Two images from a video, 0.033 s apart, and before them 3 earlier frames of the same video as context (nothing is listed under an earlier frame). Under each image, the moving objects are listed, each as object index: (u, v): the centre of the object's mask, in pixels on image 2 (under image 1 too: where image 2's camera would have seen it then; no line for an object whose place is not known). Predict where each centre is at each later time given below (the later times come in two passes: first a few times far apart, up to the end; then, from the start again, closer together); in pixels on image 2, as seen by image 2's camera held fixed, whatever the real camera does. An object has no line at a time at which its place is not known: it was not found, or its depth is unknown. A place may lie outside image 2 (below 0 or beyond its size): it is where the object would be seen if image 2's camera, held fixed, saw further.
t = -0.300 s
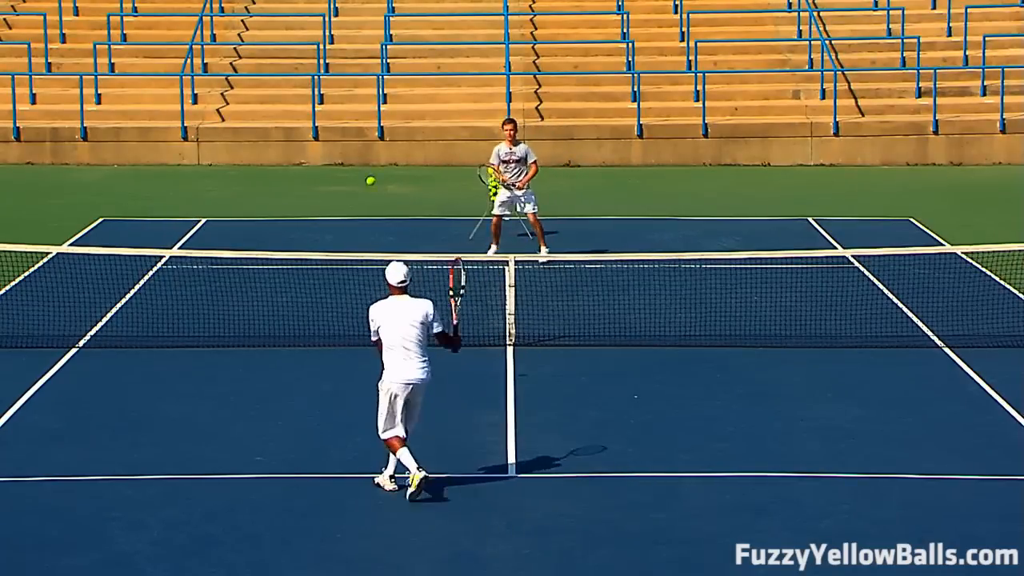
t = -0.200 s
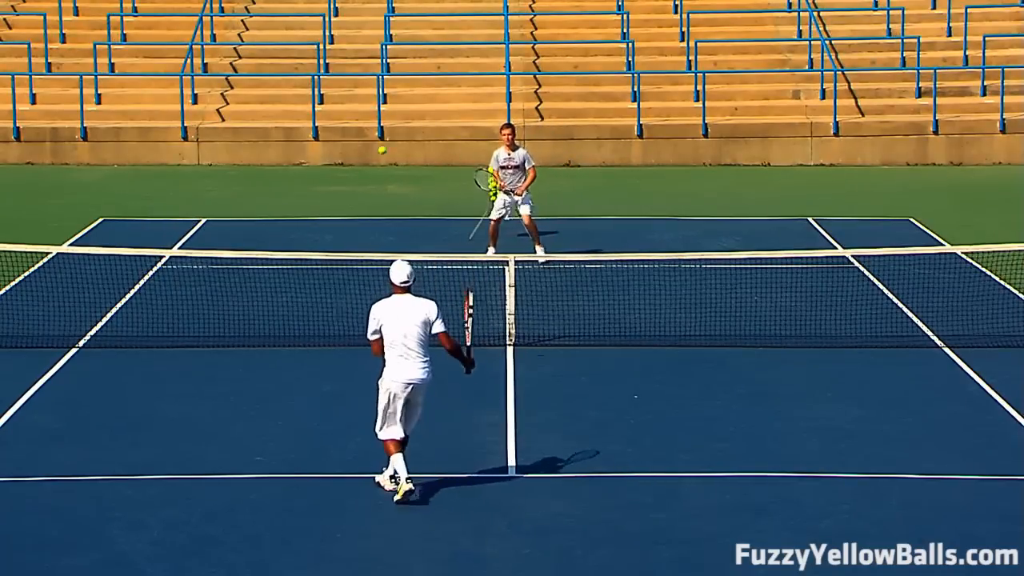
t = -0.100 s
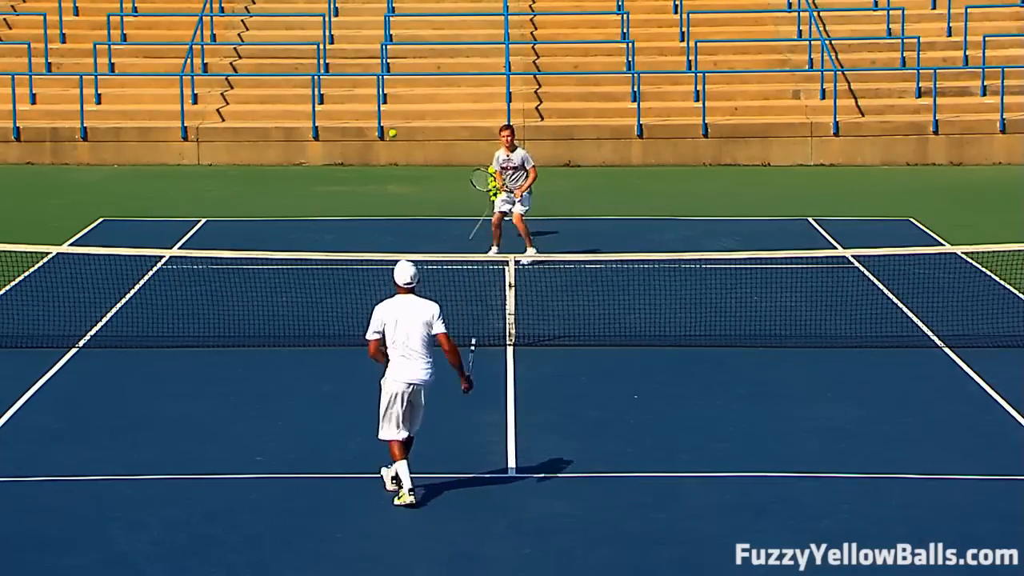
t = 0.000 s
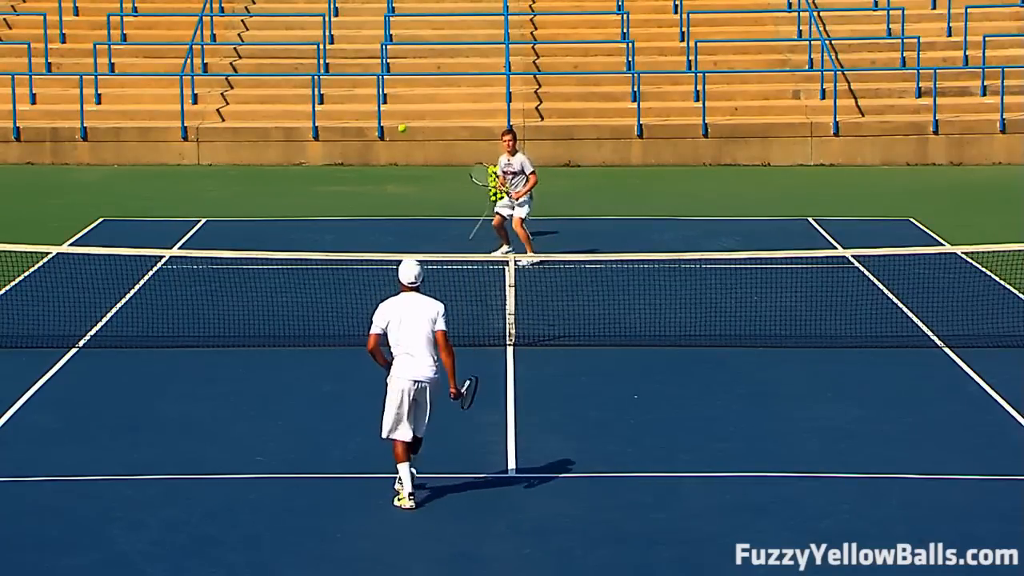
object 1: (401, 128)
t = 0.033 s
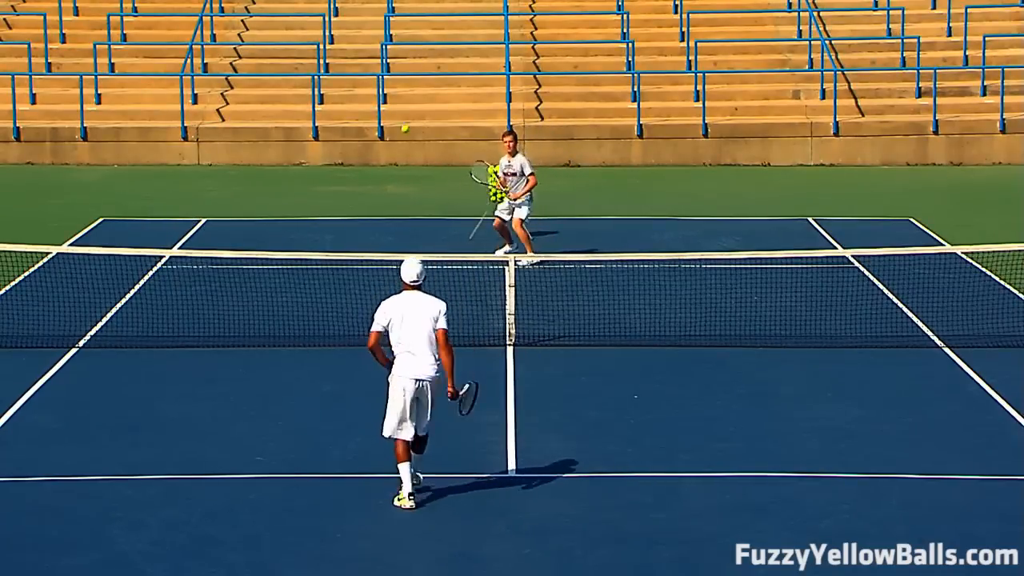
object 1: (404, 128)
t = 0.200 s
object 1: (418, 148)
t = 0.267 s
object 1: (422, 163)
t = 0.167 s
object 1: (415, 142)
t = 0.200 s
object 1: (418, 148)
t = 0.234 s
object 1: (420, 155)
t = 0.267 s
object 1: (422, 163)
